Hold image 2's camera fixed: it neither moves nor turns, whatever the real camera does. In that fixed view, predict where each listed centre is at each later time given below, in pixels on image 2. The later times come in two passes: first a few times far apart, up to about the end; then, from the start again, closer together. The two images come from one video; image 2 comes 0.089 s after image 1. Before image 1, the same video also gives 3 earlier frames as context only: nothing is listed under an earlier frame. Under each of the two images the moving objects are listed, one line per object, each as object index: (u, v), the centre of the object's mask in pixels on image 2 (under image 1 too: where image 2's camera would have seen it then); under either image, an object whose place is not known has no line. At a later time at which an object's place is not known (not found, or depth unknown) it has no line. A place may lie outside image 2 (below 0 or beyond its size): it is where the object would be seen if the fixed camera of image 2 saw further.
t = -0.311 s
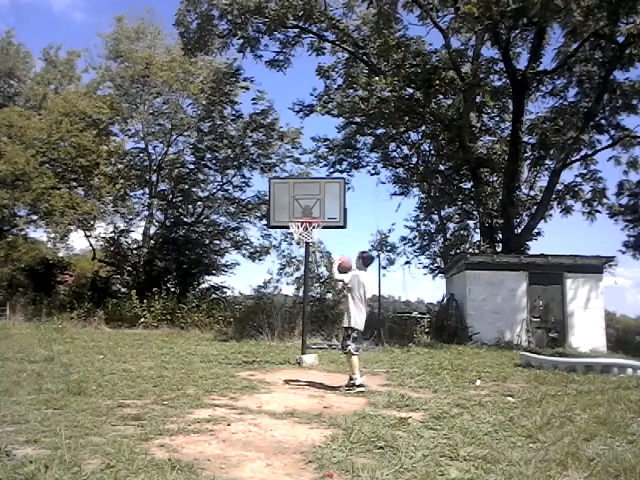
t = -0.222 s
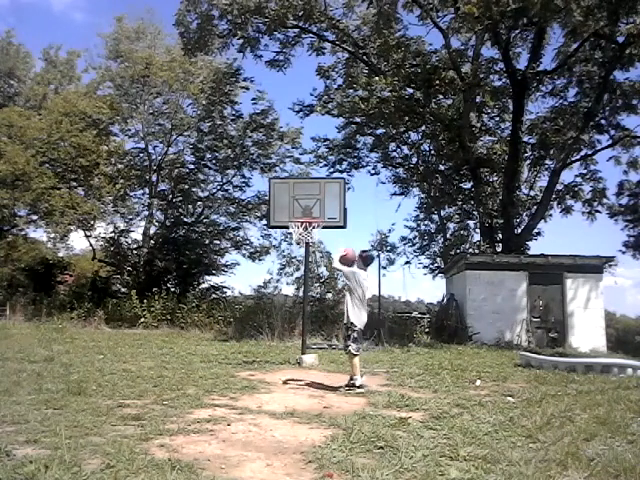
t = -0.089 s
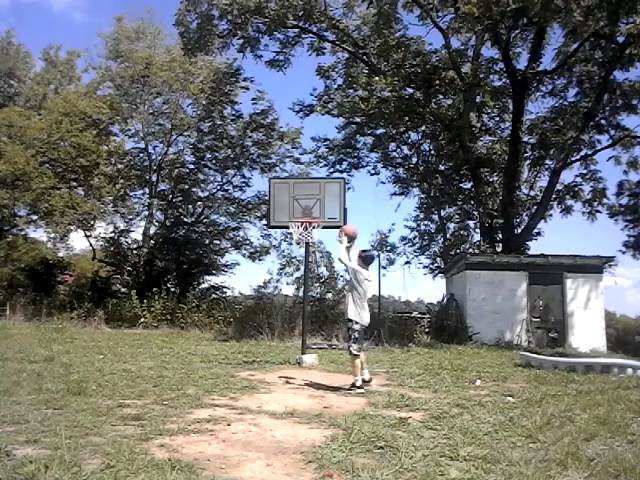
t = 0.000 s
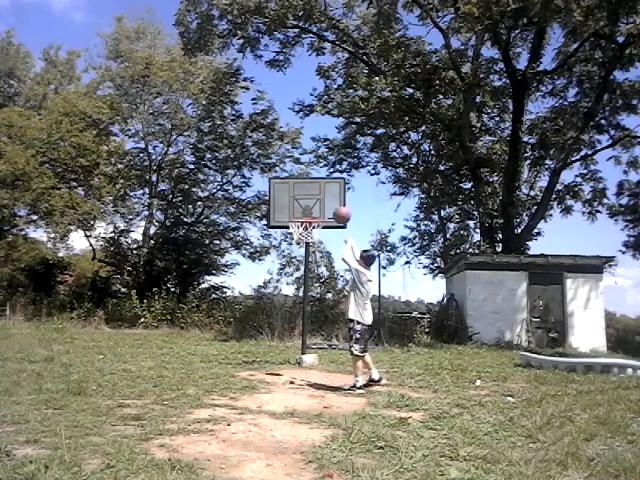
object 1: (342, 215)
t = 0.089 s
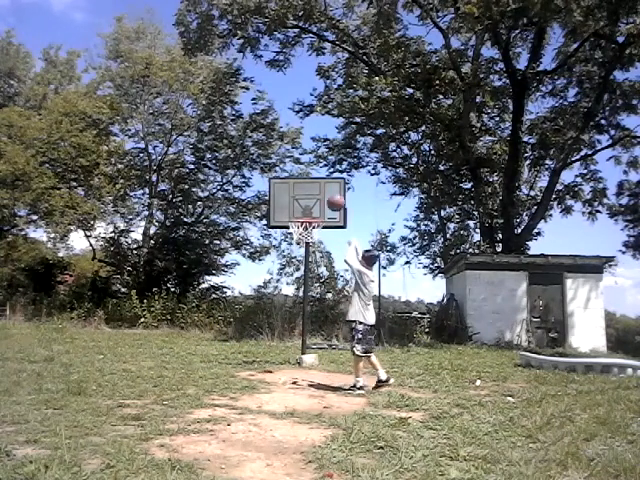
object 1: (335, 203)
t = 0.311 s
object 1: (319, 198)
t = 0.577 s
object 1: (302, 233)
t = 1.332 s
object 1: (234, 276)
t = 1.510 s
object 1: (214, 269)
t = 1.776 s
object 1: (182, 298)
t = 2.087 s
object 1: (142, 339)
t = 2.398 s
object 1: (110, 301)
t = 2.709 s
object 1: (69, 334)
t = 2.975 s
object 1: (38, 335)
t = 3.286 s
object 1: (4, 339)
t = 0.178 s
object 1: (329, 196)
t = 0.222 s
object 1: (326, 195)
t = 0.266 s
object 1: (323, 195)
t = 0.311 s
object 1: (319, 198)
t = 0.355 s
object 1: (317, 200)
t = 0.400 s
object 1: (314, 205)
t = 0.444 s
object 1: (311, 211)
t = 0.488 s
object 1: (307, 216)
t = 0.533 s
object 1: (304, 227)
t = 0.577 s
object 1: (302, 233)
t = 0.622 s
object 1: (298, 246)
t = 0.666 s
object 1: (295, 259)
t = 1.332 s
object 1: (234, 276)
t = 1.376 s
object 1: (229, 272)
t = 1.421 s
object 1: (224, 270)
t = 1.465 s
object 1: (219, 269)
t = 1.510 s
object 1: (214, 269)
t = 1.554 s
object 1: (208, 271)
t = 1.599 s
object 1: (203, 274)
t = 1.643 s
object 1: (198, 279)
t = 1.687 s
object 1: (192, 283)
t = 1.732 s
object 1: (186, 293)
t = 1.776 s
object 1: (182, 298)
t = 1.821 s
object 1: (176, 311)
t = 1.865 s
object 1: (169, 322)
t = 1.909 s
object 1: (163, 334)
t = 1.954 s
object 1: (156, 349)
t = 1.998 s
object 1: (151, 361)
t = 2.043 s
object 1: (147, 350)
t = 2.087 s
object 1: (142, 339)
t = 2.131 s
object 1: (138, 330)
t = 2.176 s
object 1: (134, 322)
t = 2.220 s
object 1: (131, 314)
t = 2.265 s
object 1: (127, 313)
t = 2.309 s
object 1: (120, 305)
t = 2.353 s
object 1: (115, 302)
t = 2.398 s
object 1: (110, 301)
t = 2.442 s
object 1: (104, 301)
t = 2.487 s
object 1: (100, 303)
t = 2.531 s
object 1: (94, 306)
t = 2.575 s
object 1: (87, 312)
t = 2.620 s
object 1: (81, 318)
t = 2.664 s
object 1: (75, 326)
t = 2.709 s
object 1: (69, 334)
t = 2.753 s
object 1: (62, 345)
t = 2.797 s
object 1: (55, 357)
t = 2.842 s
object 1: (51, 355)
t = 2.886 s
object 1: (47, 347)
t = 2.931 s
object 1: (42, 340)
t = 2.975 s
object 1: (38, 335)
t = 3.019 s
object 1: (33, 331)
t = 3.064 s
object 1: (28, 329)
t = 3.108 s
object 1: (22, 328)
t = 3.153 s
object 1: (17, 328)
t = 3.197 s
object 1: (12, 330)
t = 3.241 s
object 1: (7, 333)
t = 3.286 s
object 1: (4, 339)
